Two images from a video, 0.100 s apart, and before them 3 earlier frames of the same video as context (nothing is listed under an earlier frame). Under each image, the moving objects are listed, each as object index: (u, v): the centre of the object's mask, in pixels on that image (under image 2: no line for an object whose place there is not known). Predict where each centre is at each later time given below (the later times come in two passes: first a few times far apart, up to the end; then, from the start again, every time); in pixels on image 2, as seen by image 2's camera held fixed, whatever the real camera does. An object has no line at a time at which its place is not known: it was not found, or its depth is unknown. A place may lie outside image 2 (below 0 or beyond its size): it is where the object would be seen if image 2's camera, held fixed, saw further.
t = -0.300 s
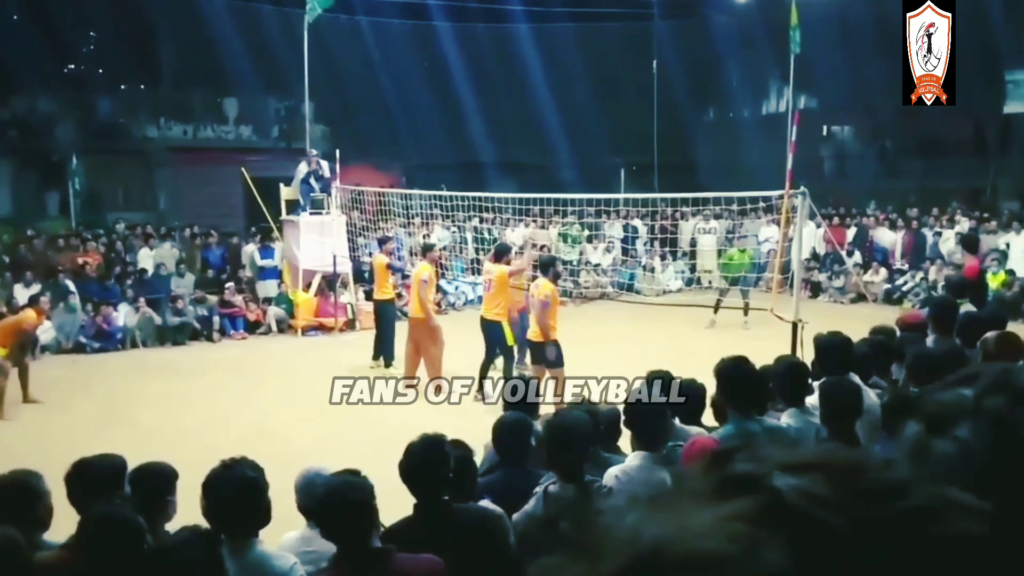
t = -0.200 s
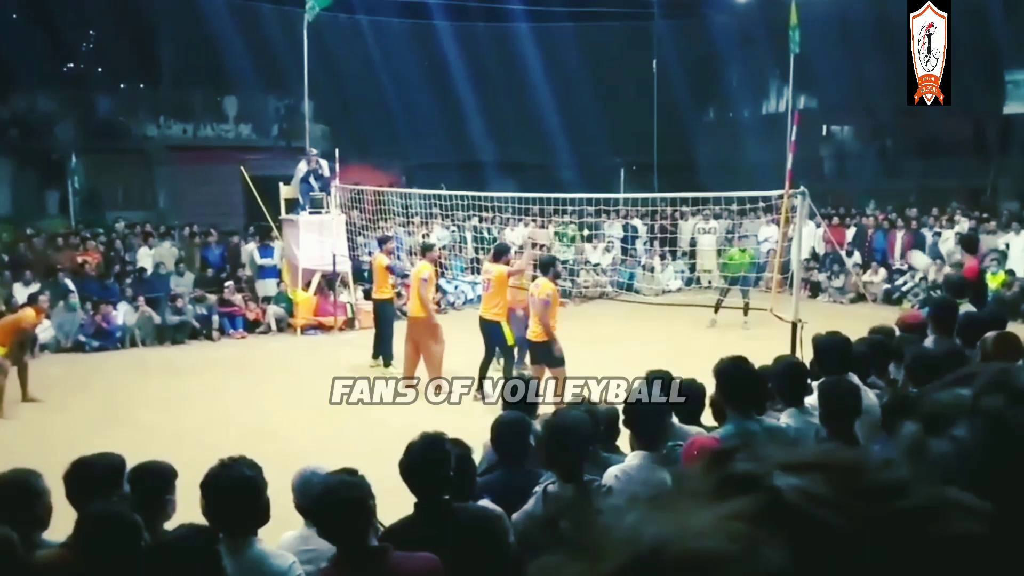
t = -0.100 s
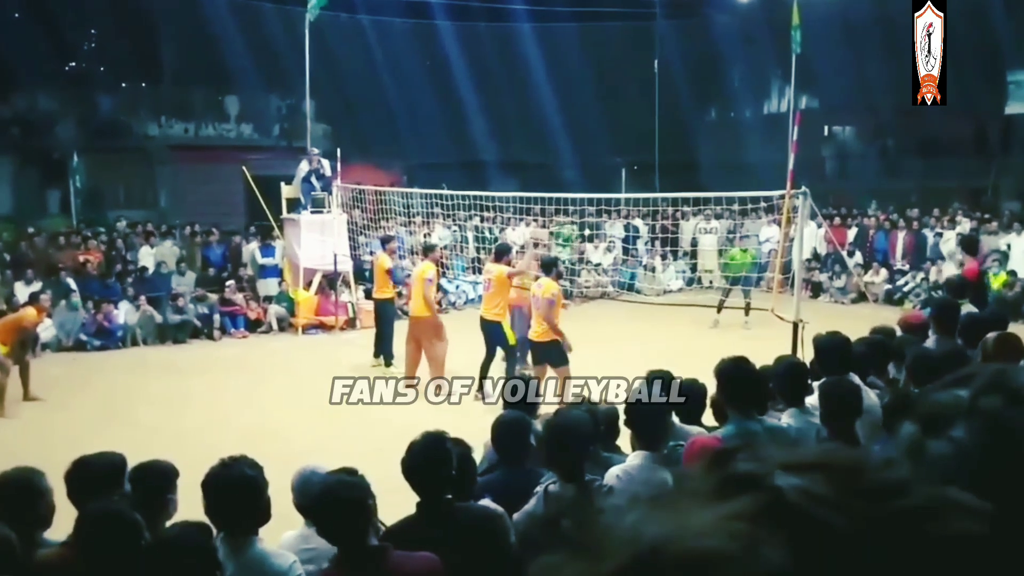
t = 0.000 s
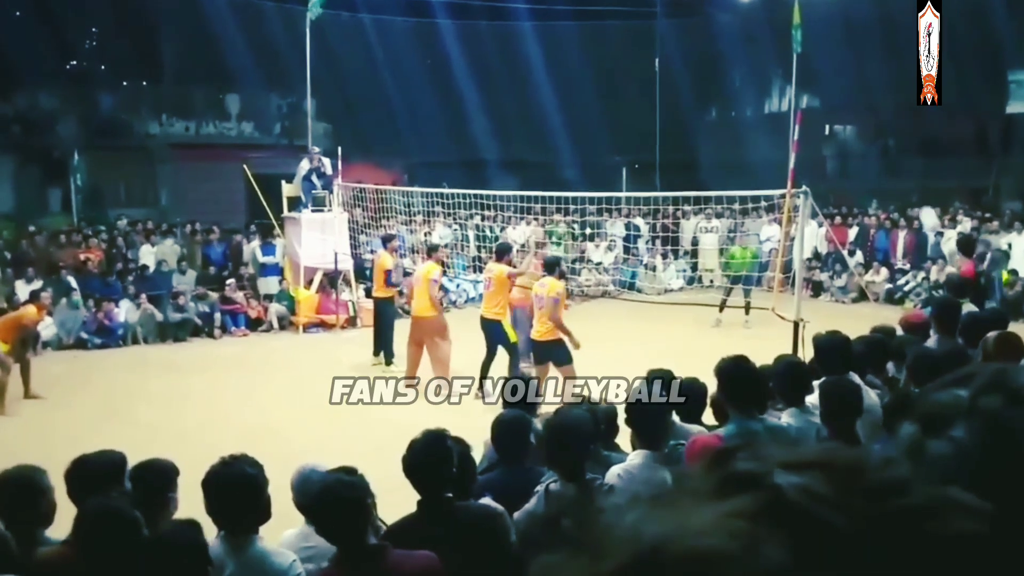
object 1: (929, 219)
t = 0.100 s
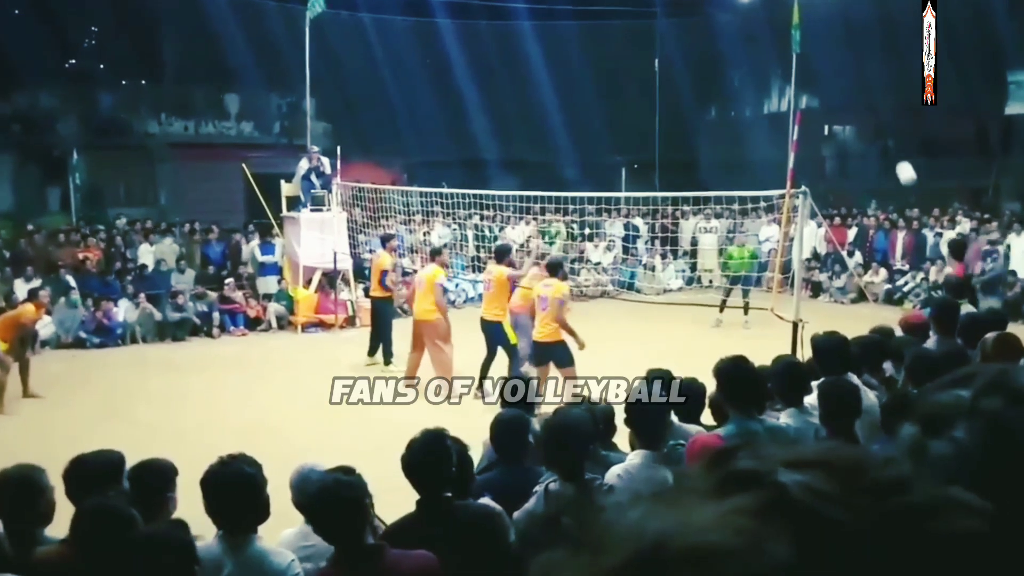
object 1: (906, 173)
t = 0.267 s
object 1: (869, 113)
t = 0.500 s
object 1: (818, 65)
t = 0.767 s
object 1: (760, 62)
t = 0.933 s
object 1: (724, 87)
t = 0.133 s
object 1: (898, 159)
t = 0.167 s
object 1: (891, 147)
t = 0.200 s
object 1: (884, 135)
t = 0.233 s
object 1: (876, 123)
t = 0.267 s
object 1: (869, 113)
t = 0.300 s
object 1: (862, 103)
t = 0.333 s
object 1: (855, 95)
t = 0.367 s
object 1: (847, 87)
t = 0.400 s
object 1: (840, 80)
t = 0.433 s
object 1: (833, 74)
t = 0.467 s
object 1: (826, 69)
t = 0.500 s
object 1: (818, 65)
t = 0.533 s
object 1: (812, 62)
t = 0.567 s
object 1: (804, 59)
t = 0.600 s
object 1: (797, 57)
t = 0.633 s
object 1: (789, 57)
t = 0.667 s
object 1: (782, 57)
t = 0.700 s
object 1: (774, 57)
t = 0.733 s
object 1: (767, 59)
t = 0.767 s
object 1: (760, 62)
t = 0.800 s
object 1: (753, 65)
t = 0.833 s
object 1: (746, 69)
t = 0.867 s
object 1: (738, 75)
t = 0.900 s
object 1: (731, 81)
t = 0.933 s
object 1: (724, 87)
